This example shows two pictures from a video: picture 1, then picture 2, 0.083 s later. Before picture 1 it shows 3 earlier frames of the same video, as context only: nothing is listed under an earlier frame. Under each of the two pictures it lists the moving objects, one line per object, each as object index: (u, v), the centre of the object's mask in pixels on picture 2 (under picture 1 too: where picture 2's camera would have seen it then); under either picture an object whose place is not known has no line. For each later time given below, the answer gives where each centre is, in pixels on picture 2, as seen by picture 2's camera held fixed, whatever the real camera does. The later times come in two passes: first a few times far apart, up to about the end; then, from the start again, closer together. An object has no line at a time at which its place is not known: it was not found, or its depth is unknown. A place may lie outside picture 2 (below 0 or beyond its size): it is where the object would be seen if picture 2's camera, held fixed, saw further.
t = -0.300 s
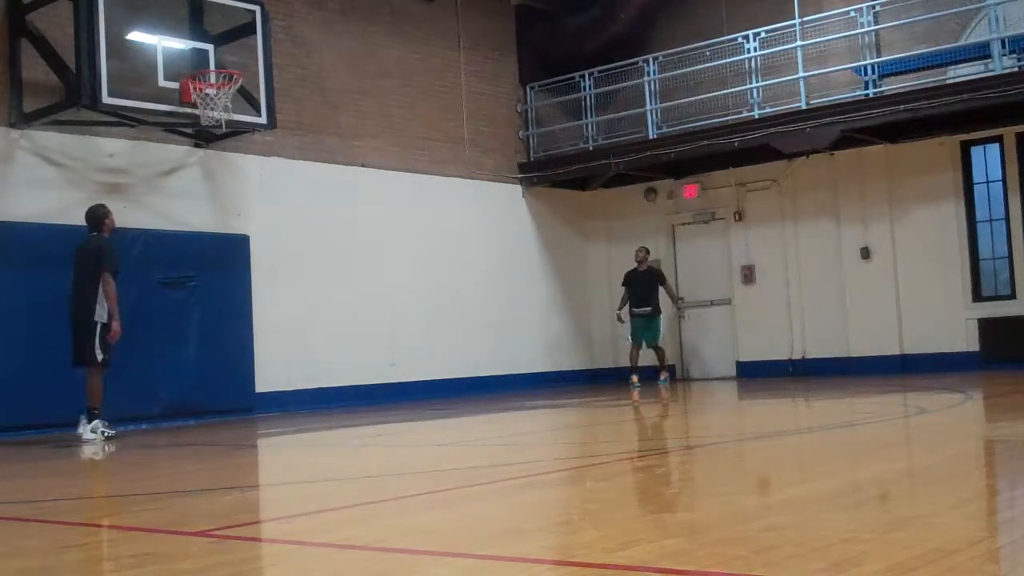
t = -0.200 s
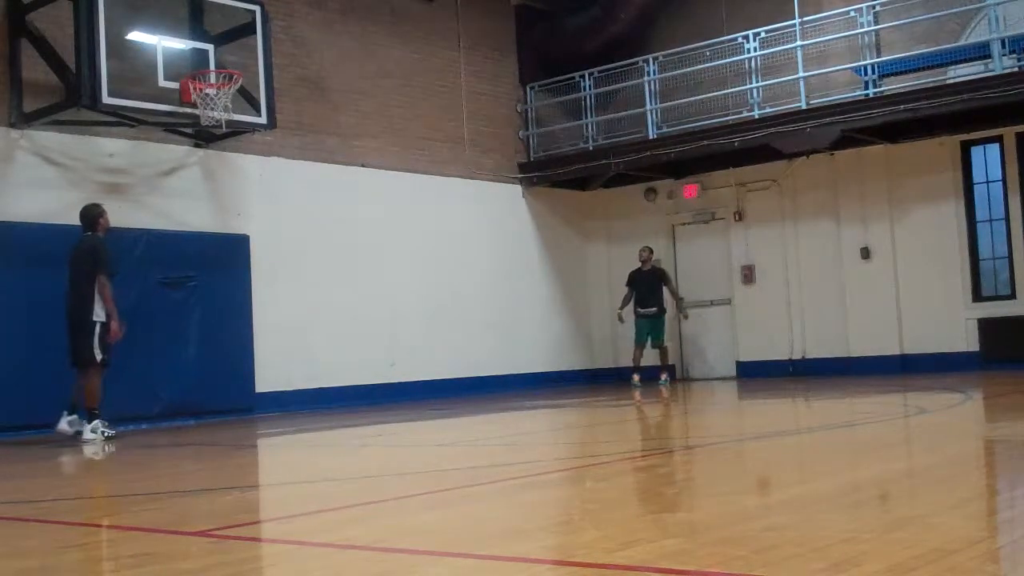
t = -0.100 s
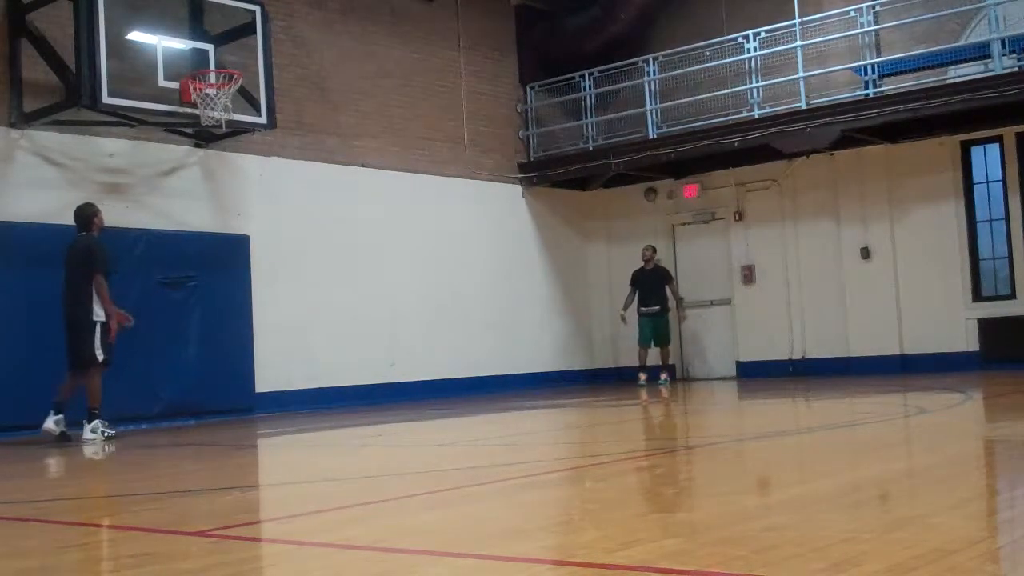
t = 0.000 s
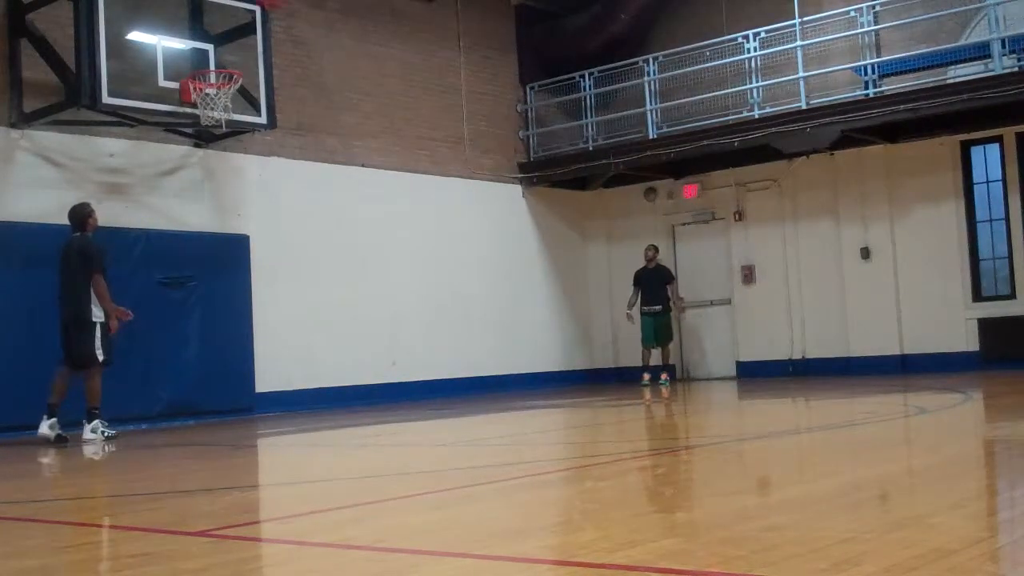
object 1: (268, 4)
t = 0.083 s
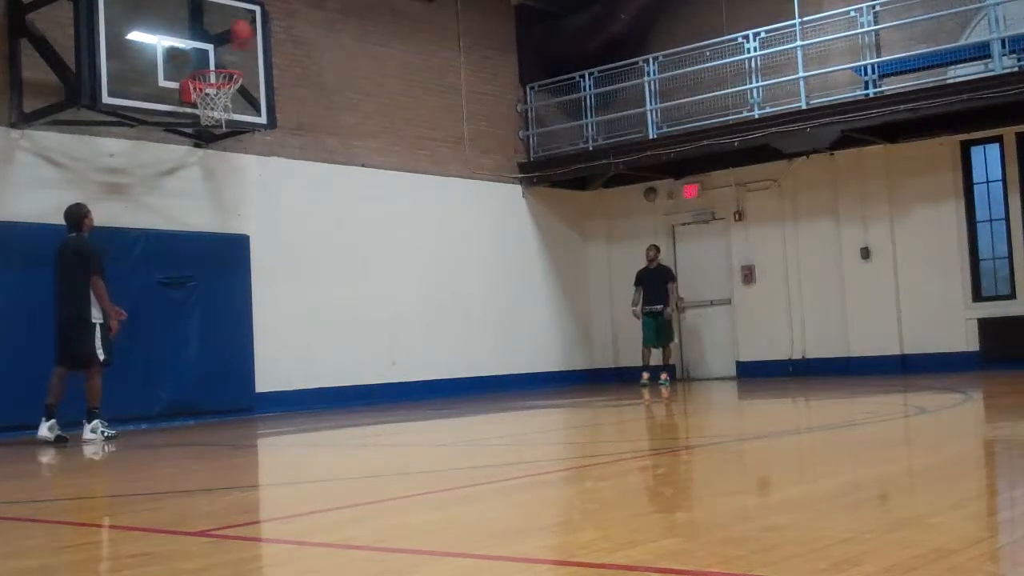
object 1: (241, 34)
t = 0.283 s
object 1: (213, 116)
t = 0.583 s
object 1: (248, 169)
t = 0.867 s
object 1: (285, 305)
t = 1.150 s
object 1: (319, 340)
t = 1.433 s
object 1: (351, 259)
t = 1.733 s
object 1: (388, 264)
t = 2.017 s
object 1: (426, 355)
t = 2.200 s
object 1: (448, 363)
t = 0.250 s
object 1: (212, 119)
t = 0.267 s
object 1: (212, 116)
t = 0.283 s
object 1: (213, 116)
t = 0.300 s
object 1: (213, 116)
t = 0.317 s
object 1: (215, 116)
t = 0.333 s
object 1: (218, 119)
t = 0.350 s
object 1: (220, 121)
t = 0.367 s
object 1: (222, 123)
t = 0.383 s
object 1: (224, 124)
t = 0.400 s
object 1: (225, 125)
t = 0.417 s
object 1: (228, 128)
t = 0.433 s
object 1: (230, 131)
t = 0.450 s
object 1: (232, 134)
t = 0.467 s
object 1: (234, 137)
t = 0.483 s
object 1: (237, 140)
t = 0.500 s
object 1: (238, 146)
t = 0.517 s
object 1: (240, 151)
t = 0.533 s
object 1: (242, 154)
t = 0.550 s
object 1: (244, 159)
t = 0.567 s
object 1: (246, 164)
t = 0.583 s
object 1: (248, 169)
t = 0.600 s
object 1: (251, 174)
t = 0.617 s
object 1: (252, 181)
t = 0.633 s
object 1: (254, 187)
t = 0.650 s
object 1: (257, 193)
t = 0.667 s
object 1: (259, 200)
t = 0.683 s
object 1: (261, 207)
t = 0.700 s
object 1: (263, 215)
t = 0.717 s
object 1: (265, 222)
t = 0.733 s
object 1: (268, 230)
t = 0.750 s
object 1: (270, 239)
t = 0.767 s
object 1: (272, 247)
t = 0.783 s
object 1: (274, 256)
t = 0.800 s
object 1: (276, 265)
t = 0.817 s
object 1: (278, 274)
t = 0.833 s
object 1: (280, 284)
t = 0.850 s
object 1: (283, 294)
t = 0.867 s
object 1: (285, 305)
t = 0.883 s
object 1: (287, 315)
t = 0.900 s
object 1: (289, 326)
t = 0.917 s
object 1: (292, 337)
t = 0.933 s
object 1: (294, 349)
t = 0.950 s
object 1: (296, 360)
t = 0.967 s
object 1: (298, 372)
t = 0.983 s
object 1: (300, 385)
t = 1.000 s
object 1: (302, 399)
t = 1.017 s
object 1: (305, 405)
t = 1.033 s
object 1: (306, 399)
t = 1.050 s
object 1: (307, 390)
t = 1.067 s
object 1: (310, 380)
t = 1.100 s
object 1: (314, 363)
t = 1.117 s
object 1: (316, 355)
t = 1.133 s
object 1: (317, 347)
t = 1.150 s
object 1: (319, 340)
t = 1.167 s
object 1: (321, 332)
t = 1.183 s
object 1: (322, 326)
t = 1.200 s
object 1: (324, 320)
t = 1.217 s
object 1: (326, 313)
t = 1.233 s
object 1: (328, 307)
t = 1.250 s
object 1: (330, 301)
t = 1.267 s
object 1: (332, 296)
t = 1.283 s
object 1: (333, 291)
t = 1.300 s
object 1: (335, 286)
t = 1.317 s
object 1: (337, 281)
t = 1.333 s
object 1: (339, 277)
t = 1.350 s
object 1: (341, 274)
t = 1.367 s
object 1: (343, 270)
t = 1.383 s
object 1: (345, 267)
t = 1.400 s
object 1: (347, 264)
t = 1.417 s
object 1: (349, 261)
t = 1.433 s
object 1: (351, 259)
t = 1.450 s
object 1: (353, 257)
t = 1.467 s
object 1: (355, 255)
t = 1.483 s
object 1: (357, 253)
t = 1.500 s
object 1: (359, 252)
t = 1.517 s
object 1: (361, 251)
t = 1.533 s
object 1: (363, 250)
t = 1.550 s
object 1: (365, 250)
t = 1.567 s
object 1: (367, 249)
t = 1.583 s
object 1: (369, 250)
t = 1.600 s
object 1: (371, 250)
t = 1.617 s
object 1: (373, 251)
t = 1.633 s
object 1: (375, 252)
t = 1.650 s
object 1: (377, 253)
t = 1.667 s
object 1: (379, 255)
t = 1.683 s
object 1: (381, 257)
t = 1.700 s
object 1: (383, 259)
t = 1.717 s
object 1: (386, 261)
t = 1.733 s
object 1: (388, 264)
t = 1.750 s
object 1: (390, 267)
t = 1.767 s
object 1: (392, 270)
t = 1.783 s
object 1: (394, 274)
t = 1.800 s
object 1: (396, 278)
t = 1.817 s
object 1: (399, 282)
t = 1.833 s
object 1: (401, 286)
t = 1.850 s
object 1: (403, 291)
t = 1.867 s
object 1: (405, 296)
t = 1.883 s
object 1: (408, 302)
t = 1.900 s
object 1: (410, 307)
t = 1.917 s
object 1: (412, 313)
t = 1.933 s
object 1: (414, 320)
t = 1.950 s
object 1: (417, 326)
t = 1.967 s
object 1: (419, 333)
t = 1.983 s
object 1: (422, 340)
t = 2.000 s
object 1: (424, 348)
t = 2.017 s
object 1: (426, 355)
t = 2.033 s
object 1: (429, 363)
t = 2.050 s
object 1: (431, 371)
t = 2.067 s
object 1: (433, 381)
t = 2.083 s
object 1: (436, 388)
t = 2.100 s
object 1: (438, 396)
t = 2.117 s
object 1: (440, 394)
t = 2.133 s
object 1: (441, 387)
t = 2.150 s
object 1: (442, 381)
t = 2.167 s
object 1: (444, 375)
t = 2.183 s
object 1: (446, 368)
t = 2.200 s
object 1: (448, 363)
